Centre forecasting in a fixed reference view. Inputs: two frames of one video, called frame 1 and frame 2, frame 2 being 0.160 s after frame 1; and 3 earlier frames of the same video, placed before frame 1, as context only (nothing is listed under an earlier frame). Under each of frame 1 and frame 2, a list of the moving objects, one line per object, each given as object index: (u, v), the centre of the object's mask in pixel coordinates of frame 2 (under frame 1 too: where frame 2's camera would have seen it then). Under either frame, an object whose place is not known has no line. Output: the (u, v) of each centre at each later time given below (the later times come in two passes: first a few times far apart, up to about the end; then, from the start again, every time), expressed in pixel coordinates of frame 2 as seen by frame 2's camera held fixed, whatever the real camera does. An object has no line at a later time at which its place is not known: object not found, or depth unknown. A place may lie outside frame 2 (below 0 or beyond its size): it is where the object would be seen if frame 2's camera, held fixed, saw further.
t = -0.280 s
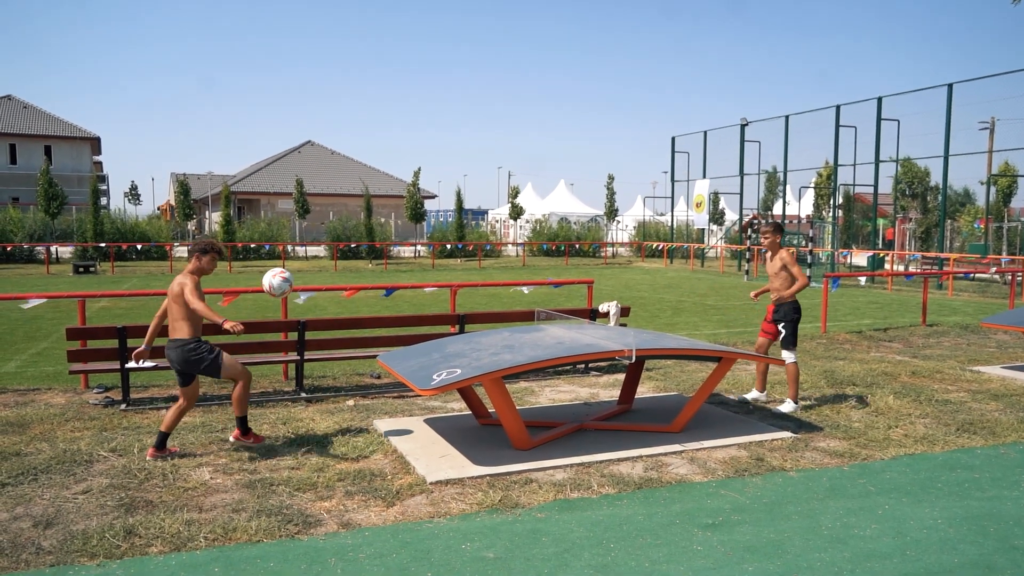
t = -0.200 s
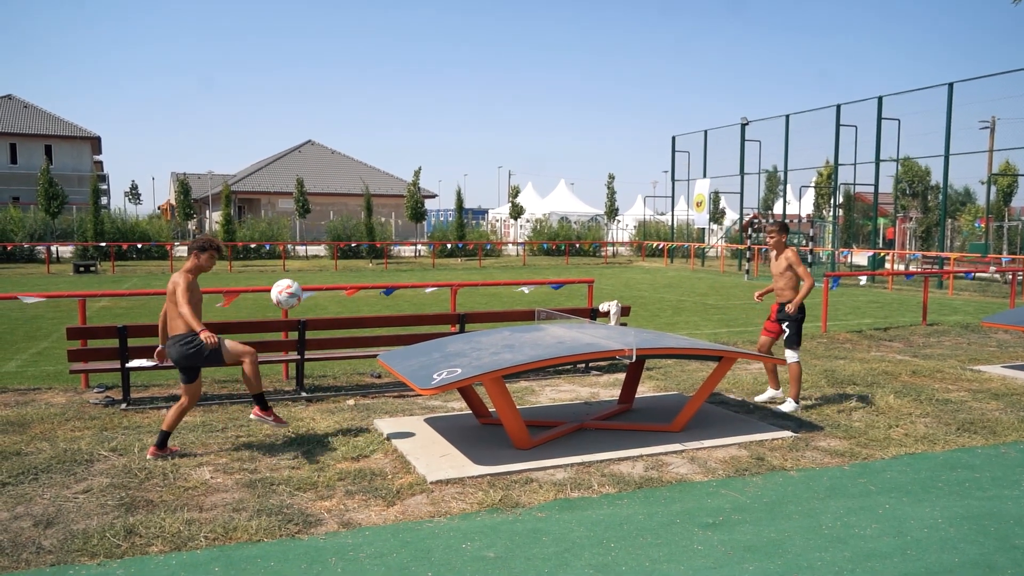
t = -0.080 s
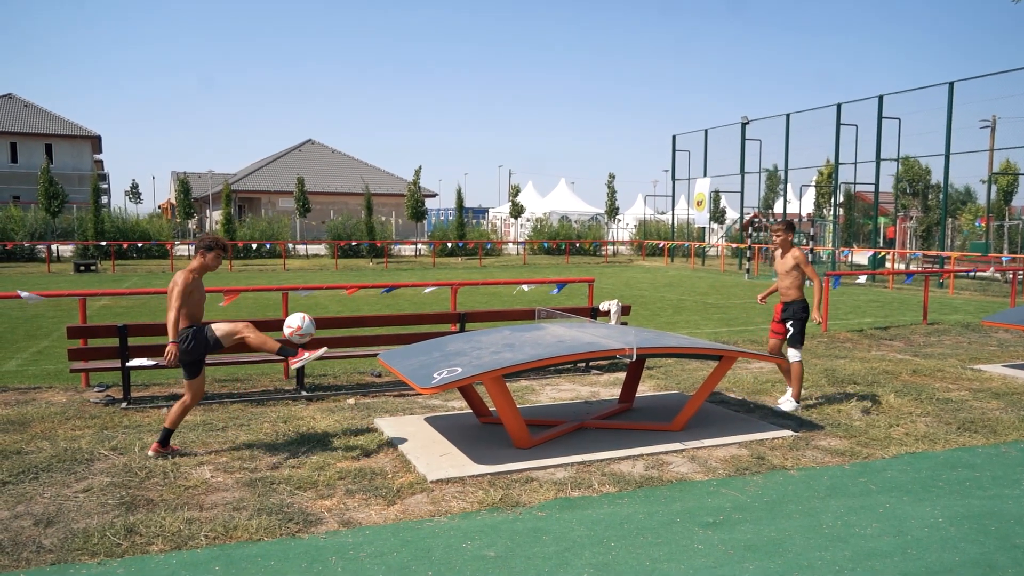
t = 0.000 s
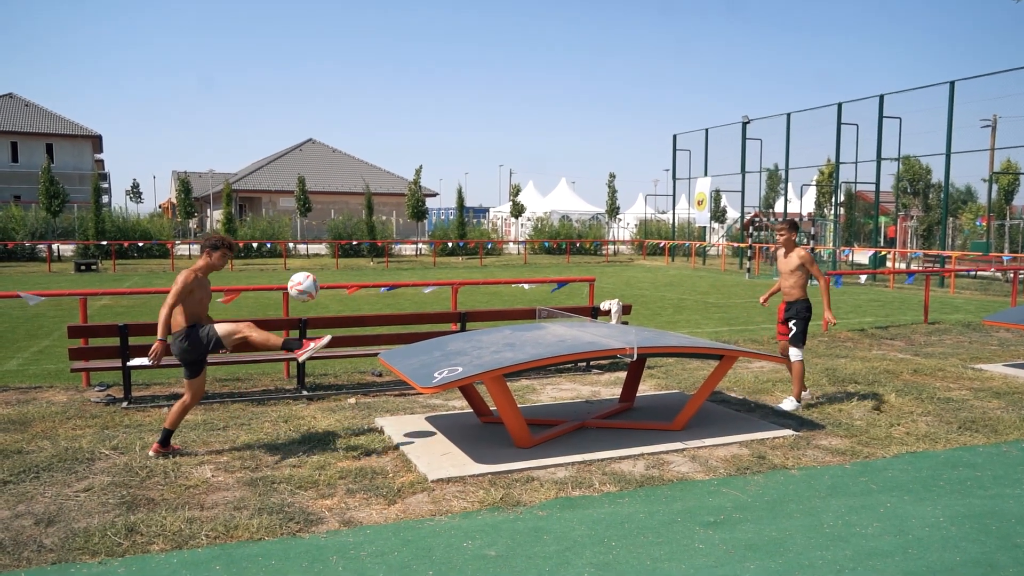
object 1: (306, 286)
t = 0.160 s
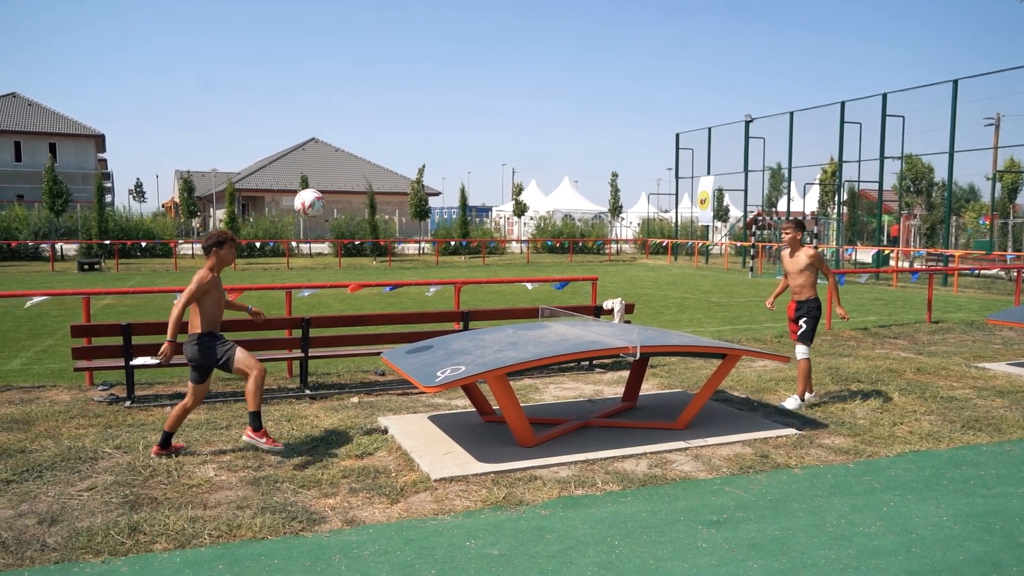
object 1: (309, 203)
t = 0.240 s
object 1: (310, 176)
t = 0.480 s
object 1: (313, 147)
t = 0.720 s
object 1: (314, 189)
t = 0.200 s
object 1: (310, 189)
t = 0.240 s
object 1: (310, 176)
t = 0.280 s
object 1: (311, 166)
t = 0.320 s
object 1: (311, 159)
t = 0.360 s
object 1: (312, 152)
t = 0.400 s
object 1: (312, 149)
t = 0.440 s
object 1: (312, 147)
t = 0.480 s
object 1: (313, 147)
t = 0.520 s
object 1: (313, 149)
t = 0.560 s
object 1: (314, 154)
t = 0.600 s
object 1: (314, 160)
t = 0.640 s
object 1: (314, 168)
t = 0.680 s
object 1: (314, 178)
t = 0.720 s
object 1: (314, 189)
